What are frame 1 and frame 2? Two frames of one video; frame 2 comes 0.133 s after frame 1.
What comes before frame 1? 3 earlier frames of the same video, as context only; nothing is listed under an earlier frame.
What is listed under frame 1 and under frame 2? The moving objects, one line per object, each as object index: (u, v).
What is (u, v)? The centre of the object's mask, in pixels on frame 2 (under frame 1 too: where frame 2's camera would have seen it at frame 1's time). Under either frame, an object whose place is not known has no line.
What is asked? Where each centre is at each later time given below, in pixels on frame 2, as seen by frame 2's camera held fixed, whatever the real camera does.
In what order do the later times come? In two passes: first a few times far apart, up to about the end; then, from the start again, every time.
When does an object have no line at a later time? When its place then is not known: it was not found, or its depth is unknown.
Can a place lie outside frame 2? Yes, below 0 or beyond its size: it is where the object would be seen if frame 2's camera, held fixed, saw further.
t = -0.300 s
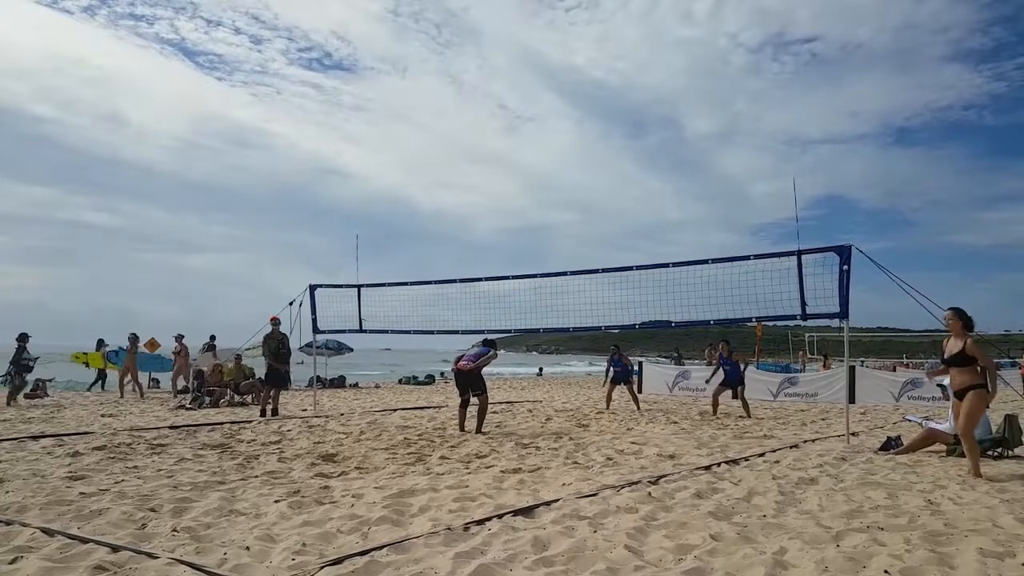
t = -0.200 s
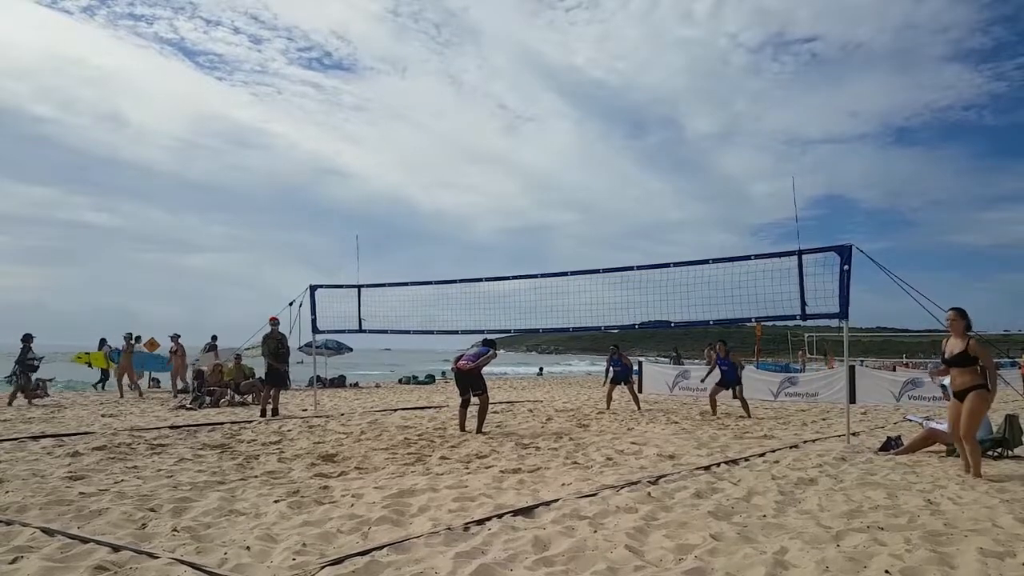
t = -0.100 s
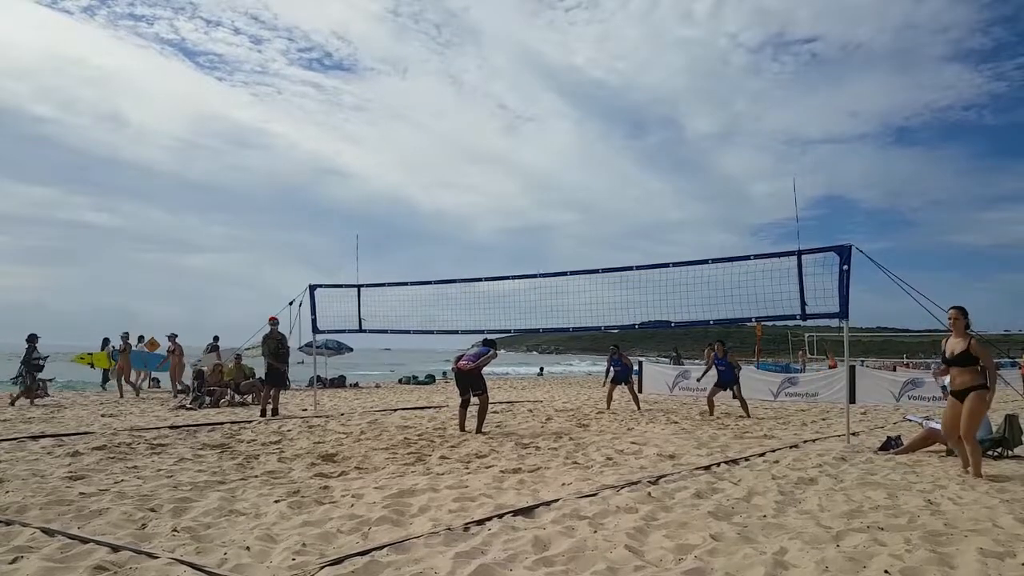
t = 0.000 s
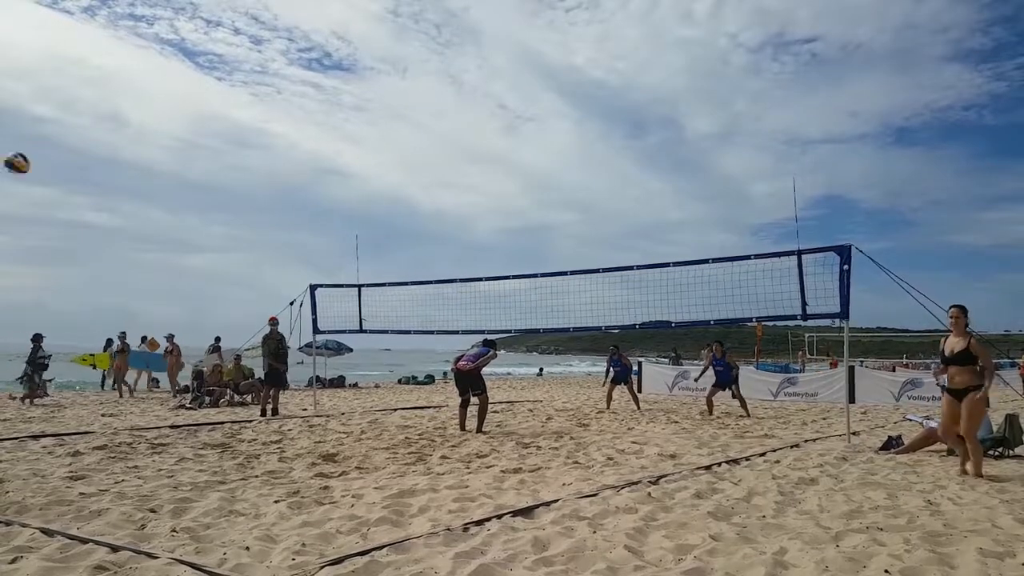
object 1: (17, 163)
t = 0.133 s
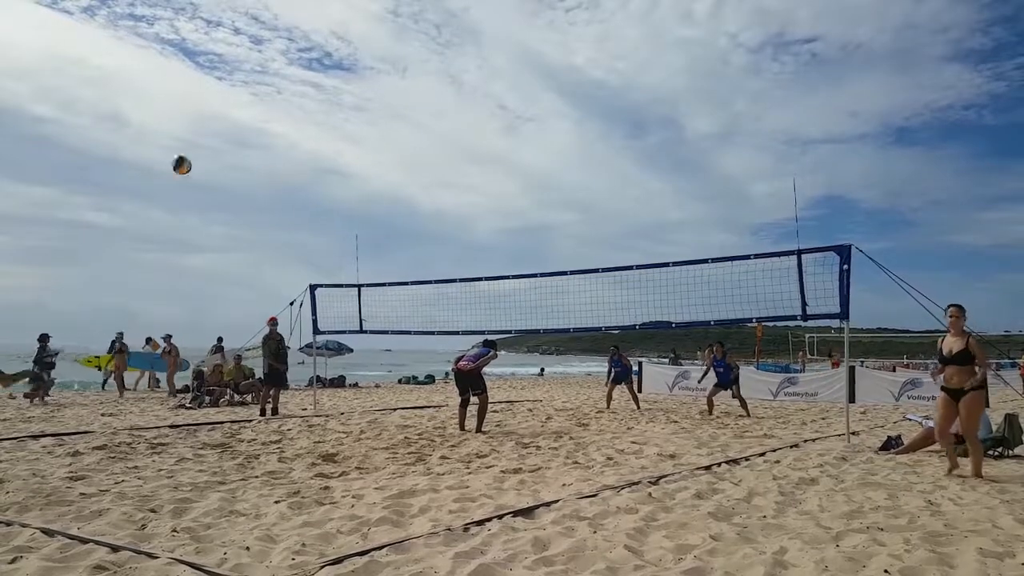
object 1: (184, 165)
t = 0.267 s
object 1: (298, 178)
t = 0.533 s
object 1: (440, 224)
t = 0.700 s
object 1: (492, 261)
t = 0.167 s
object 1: (216, 167)
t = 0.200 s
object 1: (244, 171)
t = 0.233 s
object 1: (271, 174)
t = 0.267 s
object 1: (298, 178)
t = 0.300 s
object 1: (320, 182)
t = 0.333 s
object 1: (343, 187)
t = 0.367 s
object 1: (362, 192)
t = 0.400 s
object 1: (380, 198)
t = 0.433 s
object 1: (397, 204)
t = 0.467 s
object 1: (413, 211)
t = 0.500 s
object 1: (427, 217)
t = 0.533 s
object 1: (440, 224)
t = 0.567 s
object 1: (452, 231)
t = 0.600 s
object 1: (463, 238)
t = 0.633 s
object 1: (473, 246)
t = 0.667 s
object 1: (483, 253)
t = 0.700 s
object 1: (492, 261)
